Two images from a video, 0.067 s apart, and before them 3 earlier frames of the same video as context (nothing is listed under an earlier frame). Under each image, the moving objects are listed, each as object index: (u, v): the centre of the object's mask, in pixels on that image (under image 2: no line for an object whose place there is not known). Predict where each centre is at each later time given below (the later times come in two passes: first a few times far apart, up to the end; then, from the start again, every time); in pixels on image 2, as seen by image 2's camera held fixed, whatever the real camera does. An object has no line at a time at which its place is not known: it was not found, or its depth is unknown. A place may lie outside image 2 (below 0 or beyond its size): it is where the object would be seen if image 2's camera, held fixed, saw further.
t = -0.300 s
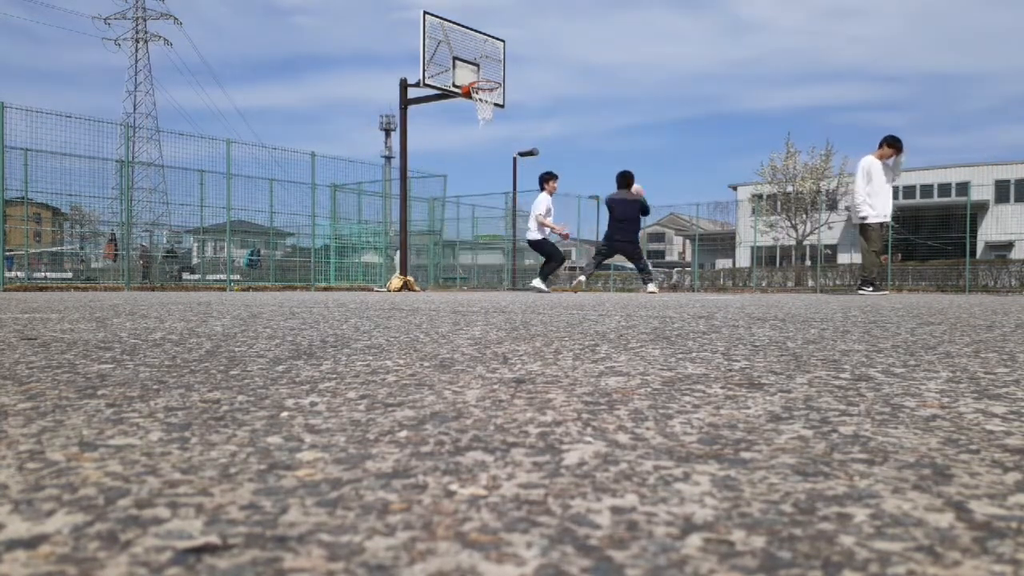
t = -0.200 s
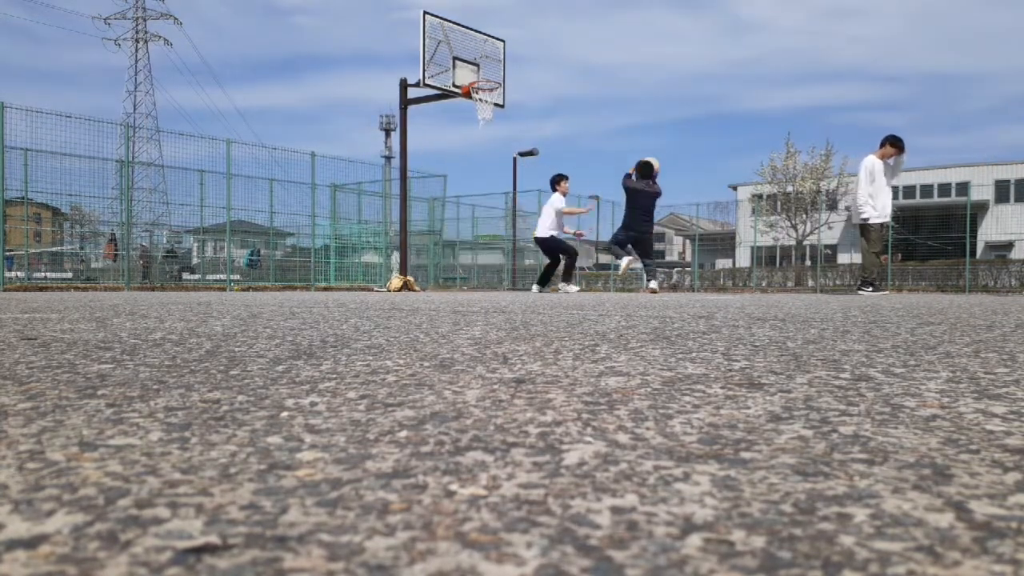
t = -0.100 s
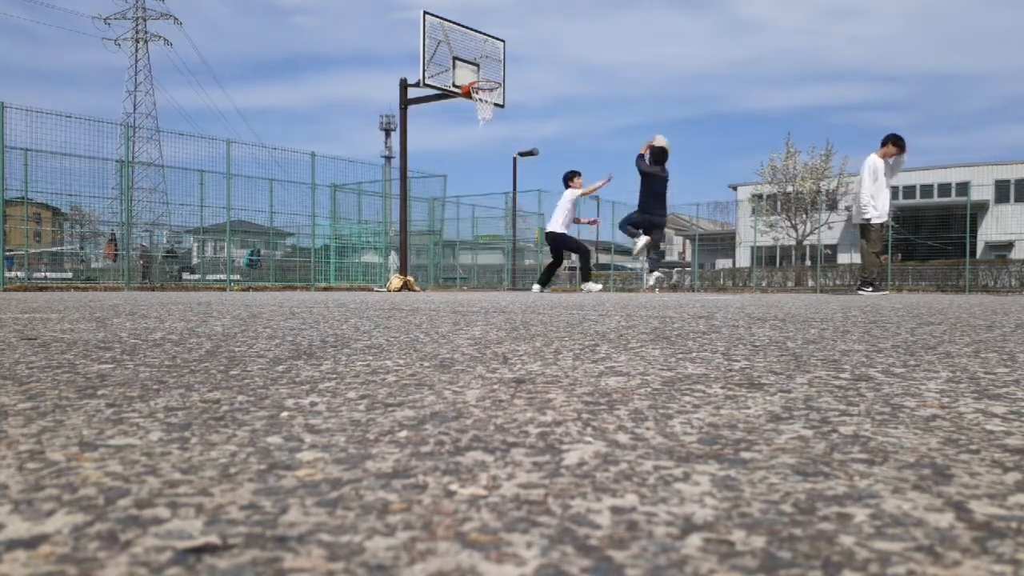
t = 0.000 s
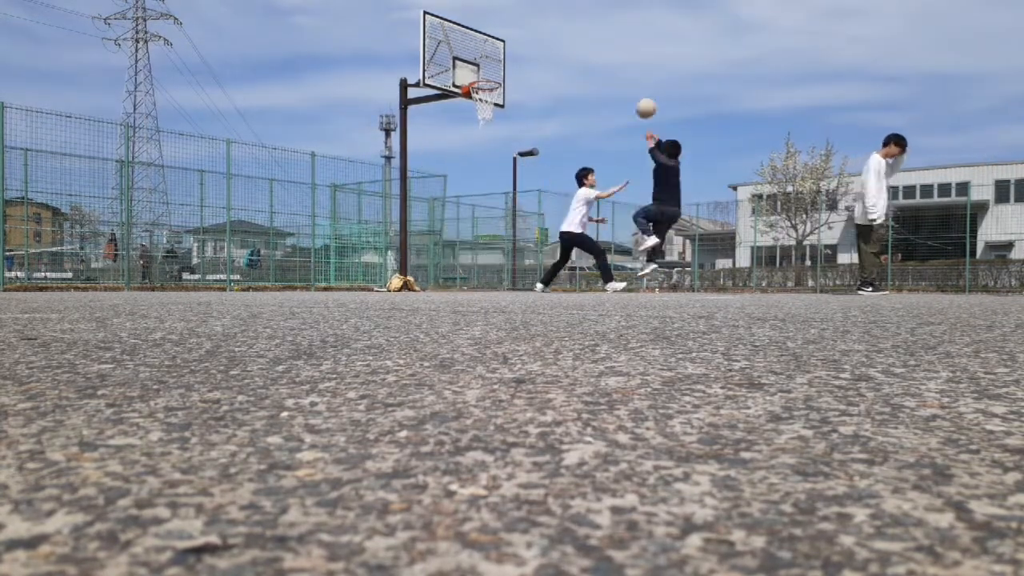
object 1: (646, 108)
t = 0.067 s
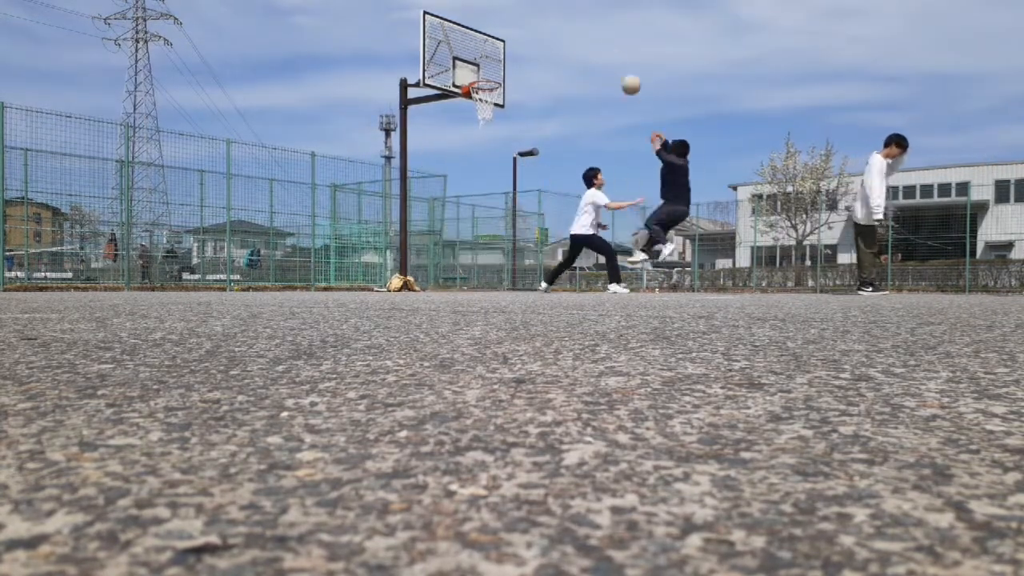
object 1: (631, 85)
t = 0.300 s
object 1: (584, 35)
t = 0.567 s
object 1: (535, 32)
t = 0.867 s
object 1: (486, 82)
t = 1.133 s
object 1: (471, 137)
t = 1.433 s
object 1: (458, 241)
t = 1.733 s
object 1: (463, 212)
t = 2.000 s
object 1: (474, 158)
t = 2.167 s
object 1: (482, 149)
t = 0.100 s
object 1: (624, 75)
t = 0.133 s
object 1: (617, 66)
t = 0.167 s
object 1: (610, 59)
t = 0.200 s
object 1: (603, 51)
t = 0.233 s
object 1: (596, 45)
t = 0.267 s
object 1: (590, 40)
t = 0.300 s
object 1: (584, 35)
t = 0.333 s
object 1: (577, 32)
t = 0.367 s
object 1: (571, 30)
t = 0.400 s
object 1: (565, 28)
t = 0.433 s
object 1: (559, 28)
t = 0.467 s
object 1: (552, 27)
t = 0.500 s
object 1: (546, 28)
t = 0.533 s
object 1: (541, 29)
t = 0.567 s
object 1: (535, 32)
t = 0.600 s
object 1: (529, 35)
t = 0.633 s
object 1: (524, 39)
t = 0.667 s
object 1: (518, 43)
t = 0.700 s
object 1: (513, 48)
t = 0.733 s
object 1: (507, 54)
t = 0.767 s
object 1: (504, 61)
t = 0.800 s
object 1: (497, 68)
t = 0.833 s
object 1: (493, 75)
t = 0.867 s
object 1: (486, 82)
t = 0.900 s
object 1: (483, 92)
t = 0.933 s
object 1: (481, 98)
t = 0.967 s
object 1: (478, 109)
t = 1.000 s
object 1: (477, 113)
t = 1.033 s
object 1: (476, 116)
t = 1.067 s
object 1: (474, 122)
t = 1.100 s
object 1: (473, 129)
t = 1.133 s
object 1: (471, 137)
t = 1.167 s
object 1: (470, 145)
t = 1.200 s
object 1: (469, 155)
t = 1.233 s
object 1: (467, 165)
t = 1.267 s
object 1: (466, 176)
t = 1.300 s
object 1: (465, 187)
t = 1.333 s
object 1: (463, 200)
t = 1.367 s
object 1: (462, 213)
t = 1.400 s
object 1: (460, 227)
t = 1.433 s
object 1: (458, 241)
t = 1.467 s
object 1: (456, 256)
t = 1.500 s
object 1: (455, 273)
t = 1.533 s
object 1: (455, 281)
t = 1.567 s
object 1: (456, 268)
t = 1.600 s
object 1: (457, 255)
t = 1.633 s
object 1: (458, 243)
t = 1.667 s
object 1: (460, 231)
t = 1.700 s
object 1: (461, 222)
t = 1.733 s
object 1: (463, 212)
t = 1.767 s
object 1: (464, 203)
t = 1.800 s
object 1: (465, 194)
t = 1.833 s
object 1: (467, 187)
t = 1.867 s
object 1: (468, 179)
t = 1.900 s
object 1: (470, 173)
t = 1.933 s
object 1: (471, 167)
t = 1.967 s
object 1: (472, 162)
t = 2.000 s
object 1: (474, 158)
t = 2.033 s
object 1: (476, 155)
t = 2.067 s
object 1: (477, 152)
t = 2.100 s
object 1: (479, 150)
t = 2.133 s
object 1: (480, 149)
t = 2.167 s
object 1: (482, 149)
